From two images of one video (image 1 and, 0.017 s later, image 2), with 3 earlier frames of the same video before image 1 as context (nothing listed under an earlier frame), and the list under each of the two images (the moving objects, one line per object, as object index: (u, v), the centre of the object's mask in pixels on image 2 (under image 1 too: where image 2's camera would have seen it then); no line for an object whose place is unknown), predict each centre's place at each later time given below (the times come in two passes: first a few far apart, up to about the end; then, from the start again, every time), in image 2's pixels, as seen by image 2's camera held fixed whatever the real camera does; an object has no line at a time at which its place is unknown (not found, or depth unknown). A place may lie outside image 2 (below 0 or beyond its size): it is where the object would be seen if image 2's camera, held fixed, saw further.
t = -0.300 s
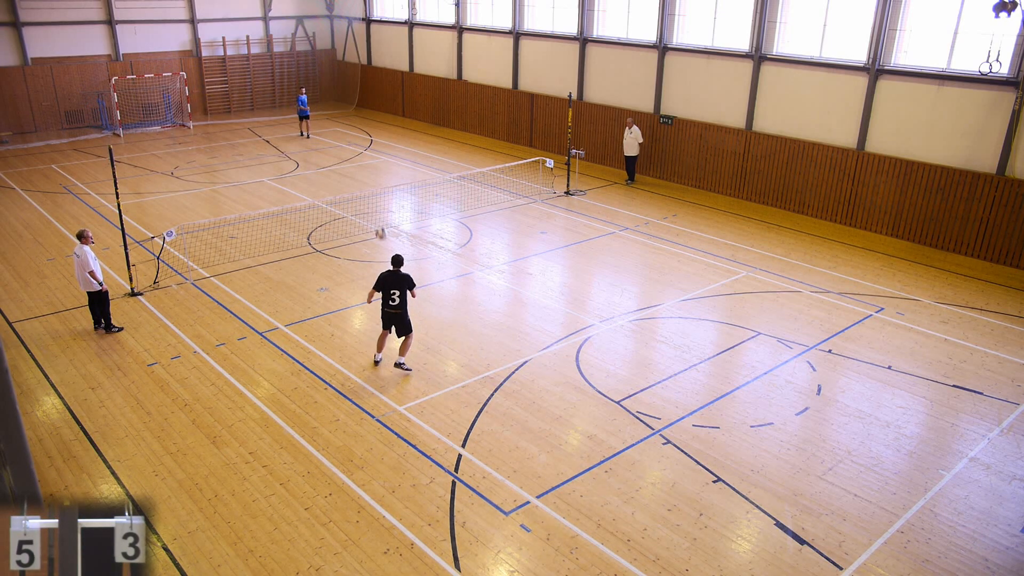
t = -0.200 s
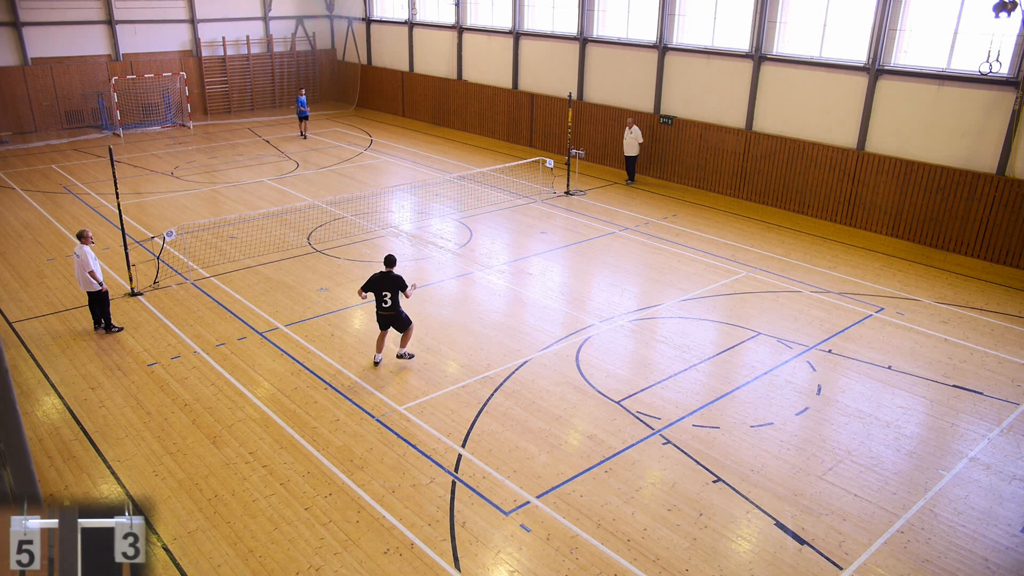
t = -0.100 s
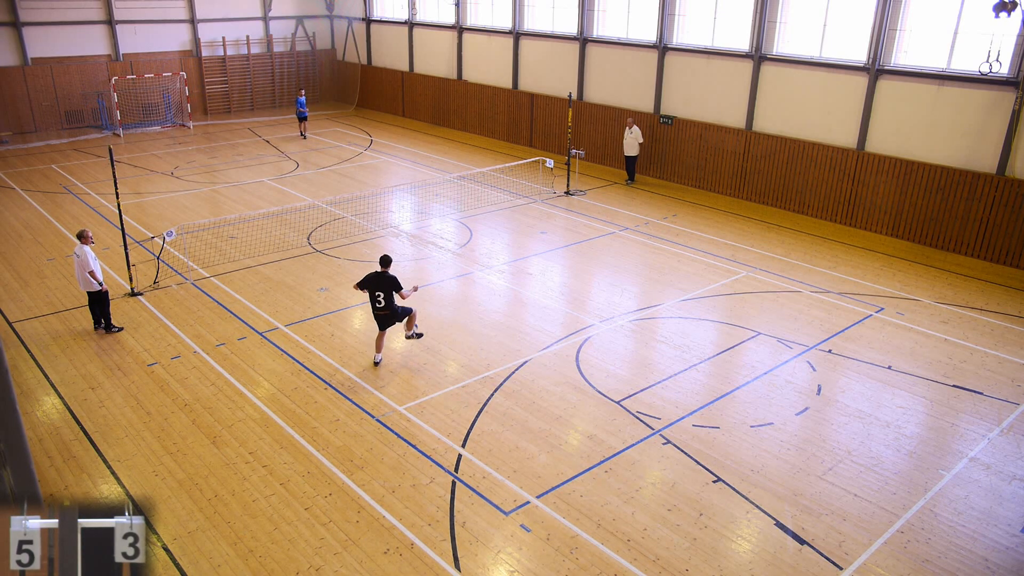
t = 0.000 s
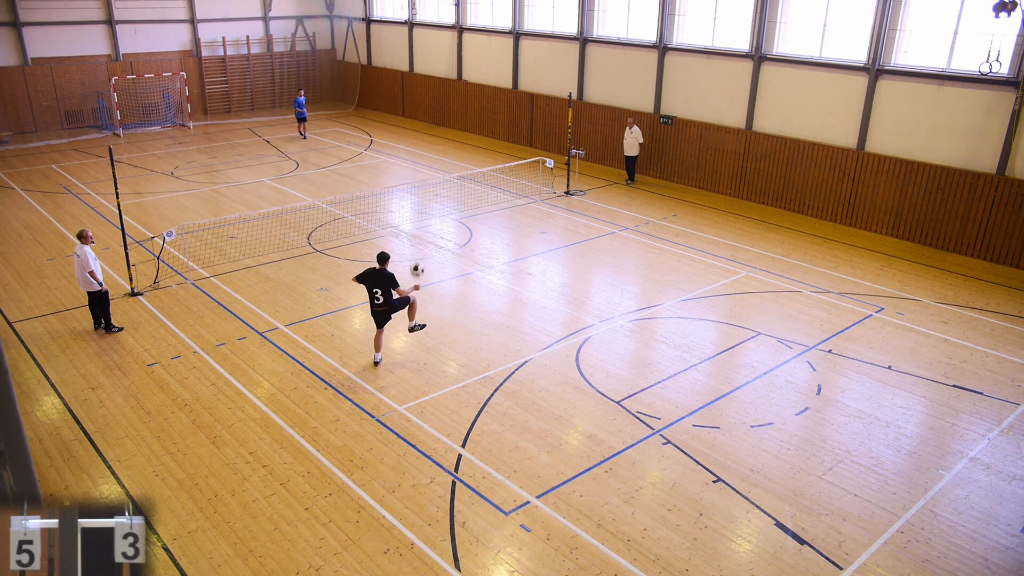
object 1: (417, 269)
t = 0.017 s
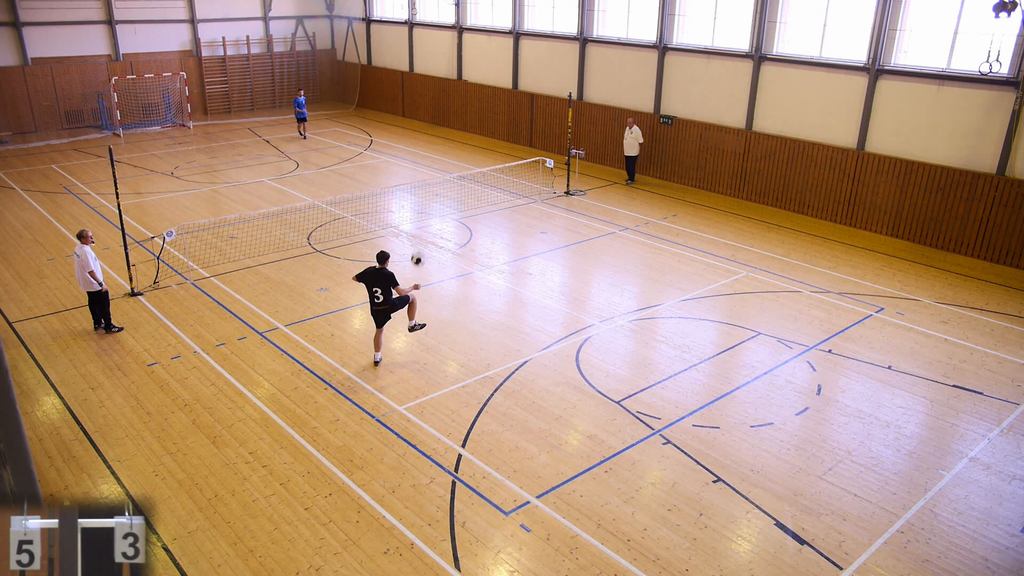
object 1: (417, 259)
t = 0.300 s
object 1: (437, 100)
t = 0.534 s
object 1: (454, 7)
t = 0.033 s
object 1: (418, 249)
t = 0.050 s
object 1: (419, 238)
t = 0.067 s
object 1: (420, 228)
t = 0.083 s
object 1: (422, 218)
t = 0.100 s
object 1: (423, 207)
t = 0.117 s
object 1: (423, 198)
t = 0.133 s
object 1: (424, 188)
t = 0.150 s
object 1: (426, 179)
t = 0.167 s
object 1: (427, 169)
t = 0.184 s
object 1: (429, 159)
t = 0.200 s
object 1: (430, 150)
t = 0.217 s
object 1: (431, 141)
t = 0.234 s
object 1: (432, 133)
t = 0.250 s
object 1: (433, 124)
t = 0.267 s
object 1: (434, 117)
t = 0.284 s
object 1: (436, 109)
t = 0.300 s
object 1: (437, 100)
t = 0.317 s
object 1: (438, 92)
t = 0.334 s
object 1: (439, 85)
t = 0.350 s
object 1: (441, 78)
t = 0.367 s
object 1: (442, 70)
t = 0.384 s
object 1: (443, 63)
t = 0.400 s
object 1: (445, 56)
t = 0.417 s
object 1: (445, 50)
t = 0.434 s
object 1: (447, 43)
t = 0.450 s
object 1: (449, 36)
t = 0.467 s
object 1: (450, 30)
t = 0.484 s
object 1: (451, 25)
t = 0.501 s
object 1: (452, 19)
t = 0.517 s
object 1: (454, 12)
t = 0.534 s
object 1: (454, 7)
